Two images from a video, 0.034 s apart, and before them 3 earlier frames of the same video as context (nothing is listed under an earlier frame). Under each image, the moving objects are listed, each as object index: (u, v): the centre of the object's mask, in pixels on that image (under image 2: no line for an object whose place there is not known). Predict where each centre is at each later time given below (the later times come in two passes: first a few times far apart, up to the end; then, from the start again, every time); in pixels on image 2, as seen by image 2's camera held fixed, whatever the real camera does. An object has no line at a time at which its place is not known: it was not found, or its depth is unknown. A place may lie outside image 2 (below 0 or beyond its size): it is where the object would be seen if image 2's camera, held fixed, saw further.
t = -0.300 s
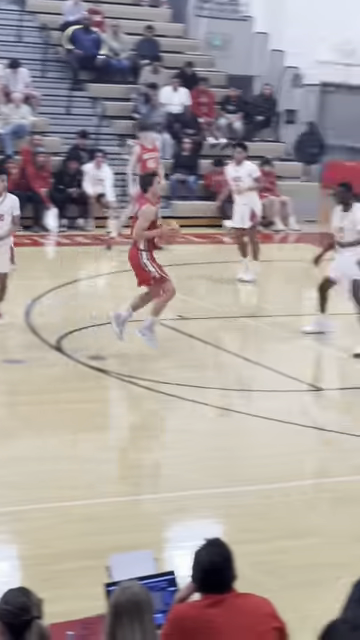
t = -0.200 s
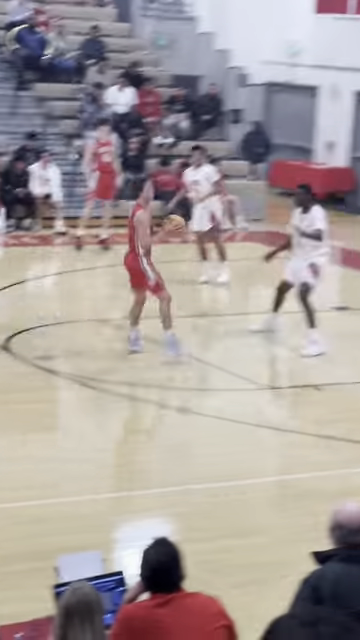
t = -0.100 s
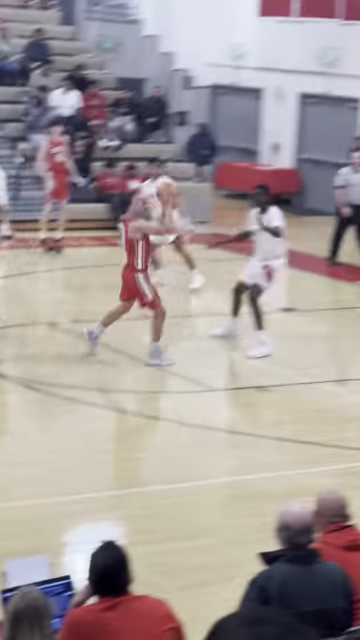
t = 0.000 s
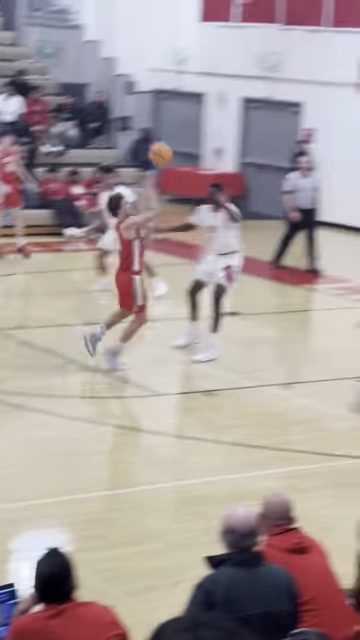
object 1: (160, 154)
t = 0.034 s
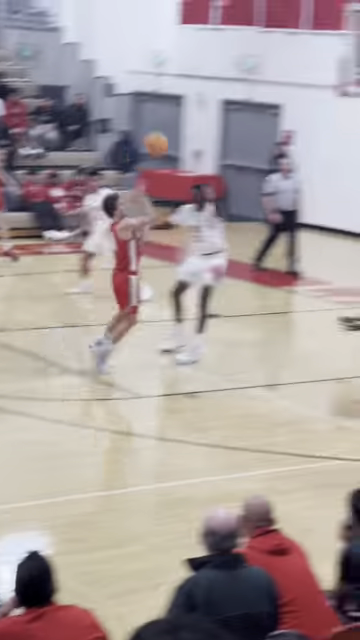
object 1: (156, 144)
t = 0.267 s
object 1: (261, 90)
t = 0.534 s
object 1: (367, 92)
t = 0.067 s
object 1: (170, 132)
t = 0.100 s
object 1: (187, 123)
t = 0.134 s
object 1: (202, 114)
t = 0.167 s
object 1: (218, 107)
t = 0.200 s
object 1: (232, 100)
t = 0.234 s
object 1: (246, 96)
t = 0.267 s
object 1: (261, 90)
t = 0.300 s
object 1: (275, 87)
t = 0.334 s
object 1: (288, 84)
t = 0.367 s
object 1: (302, 83)
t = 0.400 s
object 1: (315, 83)
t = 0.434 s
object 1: (328, 84)
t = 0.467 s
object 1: (342, 86)
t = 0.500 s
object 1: (355, 88)
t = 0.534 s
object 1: (367, 92)
